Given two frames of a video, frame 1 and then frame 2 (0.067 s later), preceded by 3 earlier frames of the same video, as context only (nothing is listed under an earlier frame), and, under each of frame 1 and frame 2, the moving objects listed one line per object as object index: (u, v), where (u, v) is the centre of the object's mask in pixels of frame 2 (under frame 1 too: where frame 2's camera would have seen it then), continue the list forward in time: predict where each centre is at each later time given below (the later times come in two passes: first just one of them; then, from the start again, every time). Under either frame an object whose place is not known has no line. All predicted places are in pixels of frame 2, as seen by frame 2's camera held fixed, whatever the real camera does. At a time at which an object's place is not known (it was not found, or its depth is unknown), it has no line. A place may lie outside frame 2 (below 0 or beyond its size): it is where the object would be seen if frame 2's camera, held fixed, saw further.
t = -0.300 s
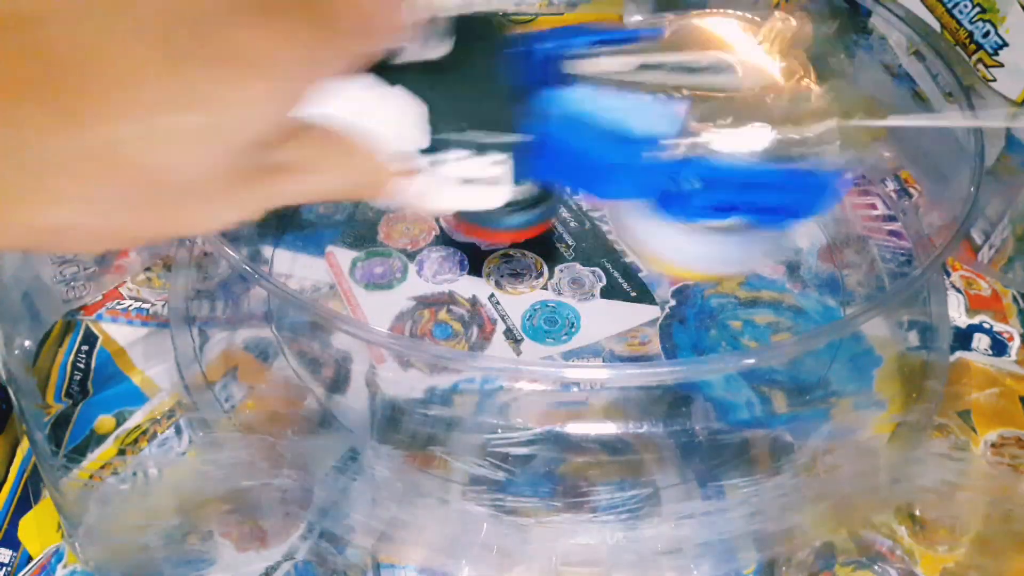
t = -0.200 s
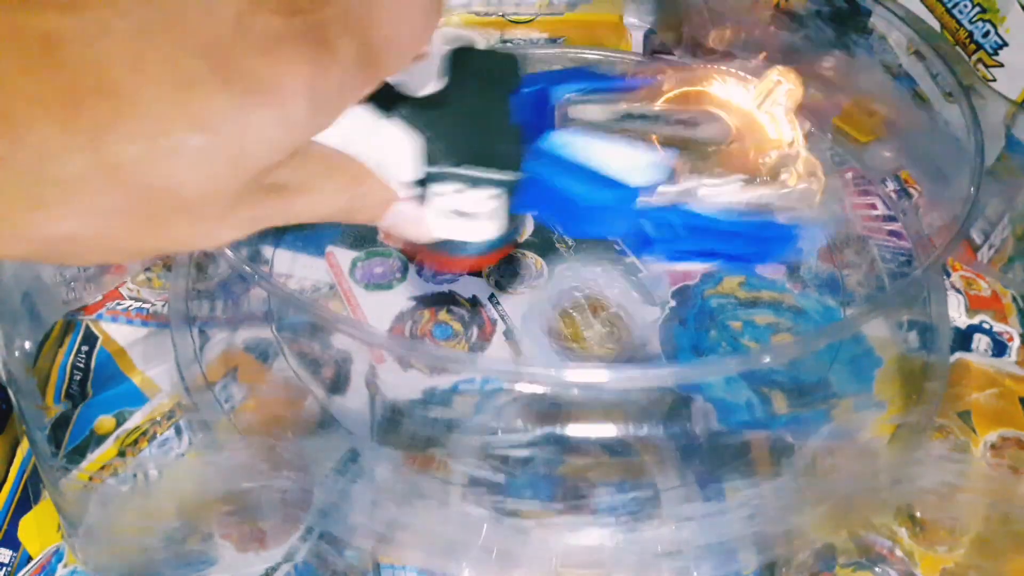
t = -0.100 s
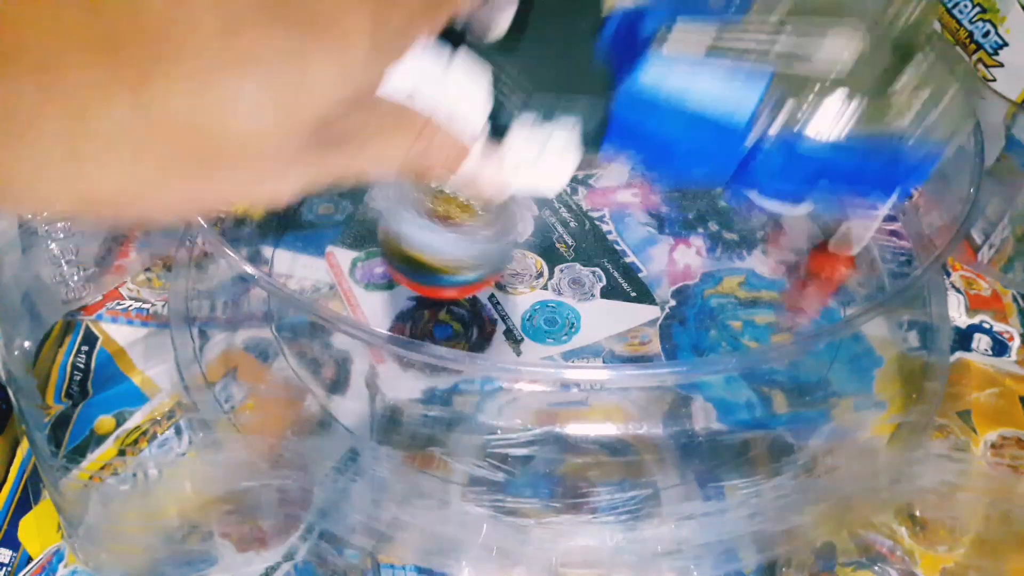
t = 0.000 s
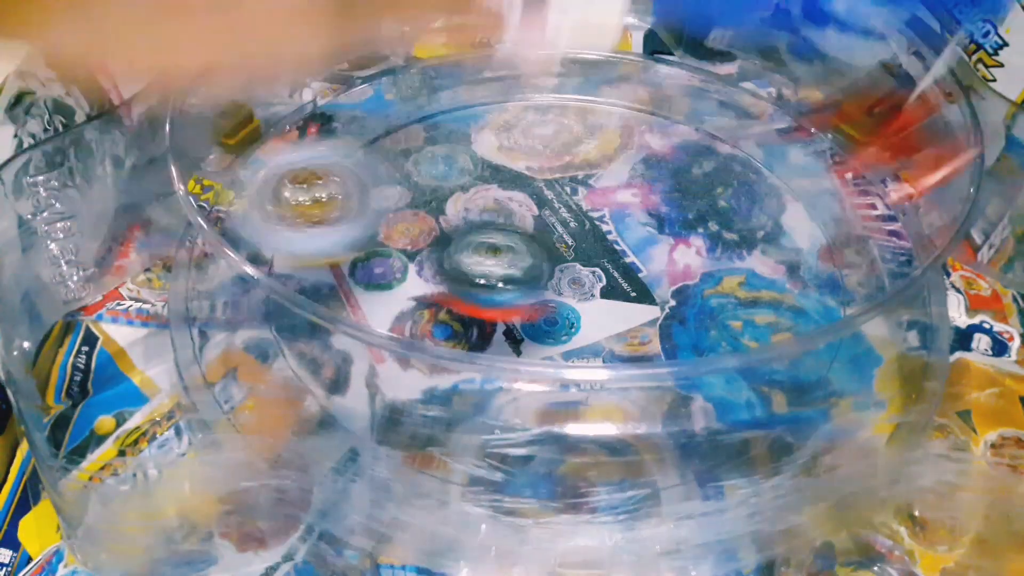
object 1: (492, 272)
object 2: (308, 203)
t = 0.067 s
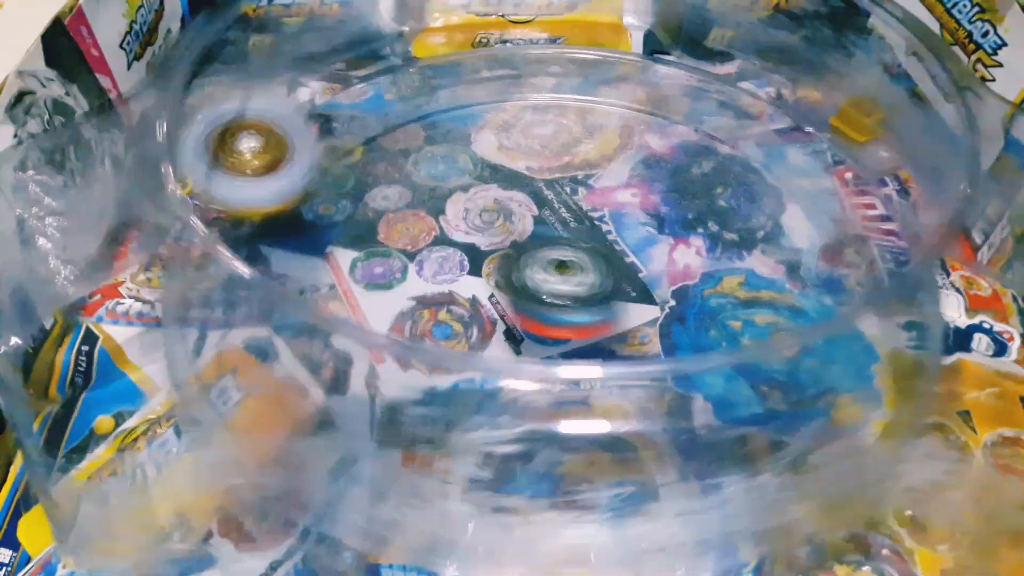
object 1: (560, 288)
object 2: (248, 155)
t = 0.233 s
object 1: (627, 268)
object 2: (426, 168)
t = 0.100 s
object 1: (588, 291)
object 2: (279, 162)
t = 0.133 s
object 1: (606, 291)
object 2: (308, 158)
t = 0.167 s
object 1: (615, 286)
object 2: (346, 162)
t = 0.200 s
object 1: (623, 278)
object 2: (384, 164)
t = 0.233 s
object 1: (627, 268)
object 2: (426, 168)
